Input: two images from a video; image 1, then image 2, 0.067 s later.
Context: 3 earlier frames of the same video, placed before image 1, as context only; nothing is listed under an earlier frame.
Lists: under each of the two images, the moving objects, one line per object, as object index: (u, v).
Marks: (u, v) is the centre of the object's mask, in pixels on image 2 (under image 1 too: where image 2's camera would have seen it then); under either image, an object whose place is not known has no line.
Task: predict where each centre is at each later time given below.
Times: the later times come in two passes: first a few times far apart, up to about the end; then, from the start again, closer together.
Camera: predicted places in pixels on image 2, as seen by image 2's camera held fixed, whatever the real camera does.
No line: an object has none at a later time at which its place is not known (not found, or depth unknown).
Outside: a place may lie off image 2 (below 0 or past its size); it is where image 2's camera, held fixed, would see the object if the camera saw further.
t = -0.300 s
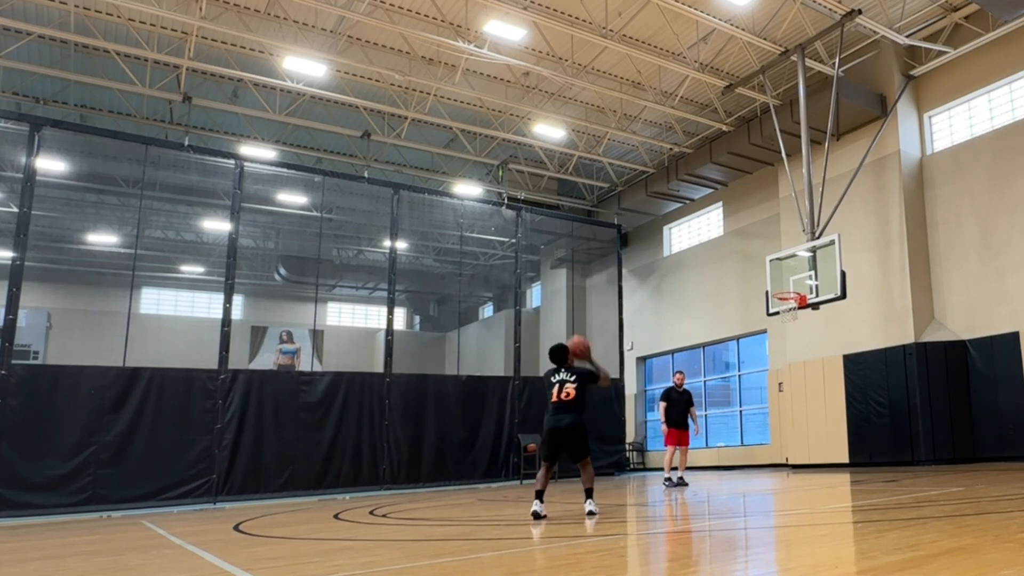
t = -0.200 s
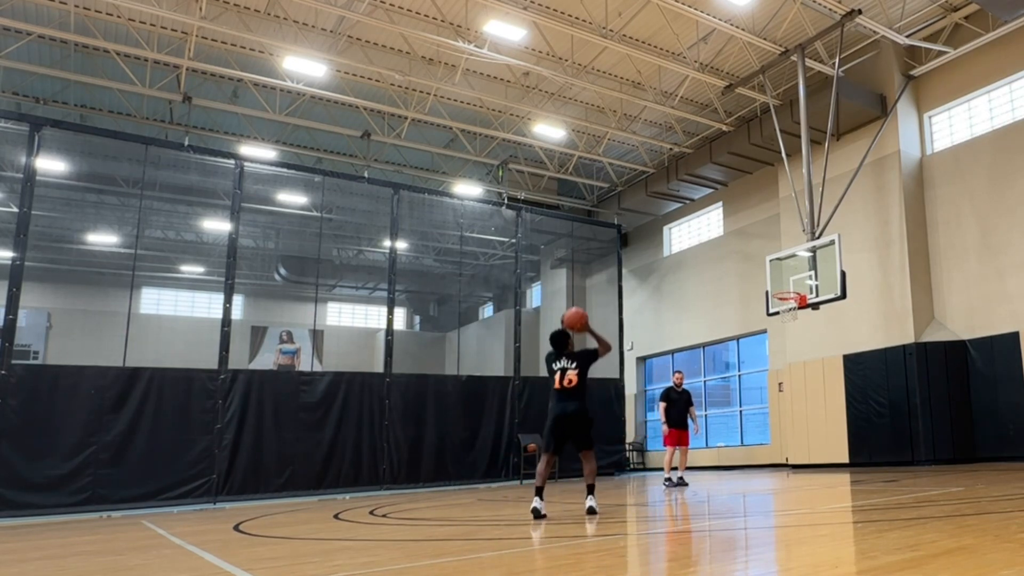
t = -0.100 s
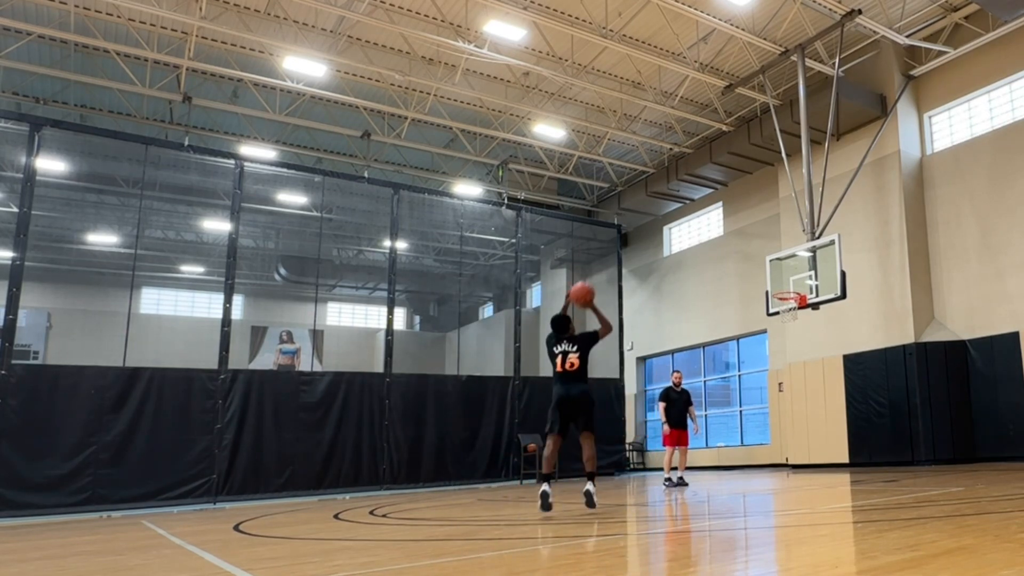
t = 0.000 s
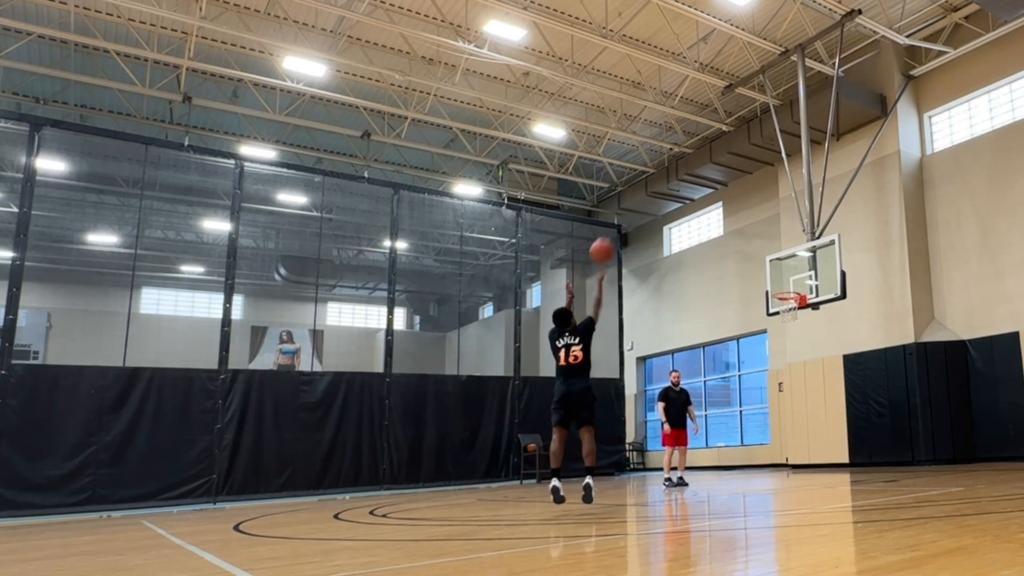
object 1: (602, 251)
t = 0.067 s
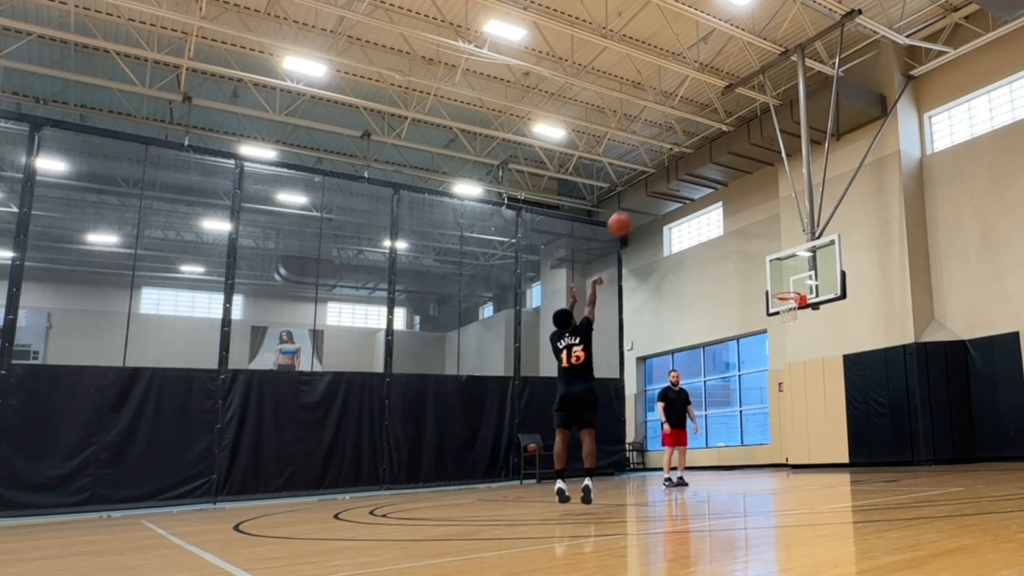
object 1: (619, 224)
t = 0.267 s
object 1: (664, 177)
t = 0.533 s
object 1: (711, 169)
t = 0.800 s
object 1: (749, 204)
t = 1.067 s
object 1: (782, 273)
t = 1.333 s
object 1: (794, 317)
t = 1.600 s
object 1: (793, 361)
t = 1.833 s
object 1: (795, 430)
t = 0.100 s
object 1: (627, 213)
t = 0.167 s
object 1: (643, 195)
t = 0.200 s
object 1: (650, 188)
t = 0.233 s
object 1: (657, 182)
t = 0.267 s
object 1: (664, 177)
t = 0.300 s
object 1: (670, 173)
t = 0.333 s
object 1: (677, 170)
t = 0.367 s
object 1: (683, 167)
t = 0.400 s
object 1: (689, 166)
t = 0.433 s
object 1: (695, 166)
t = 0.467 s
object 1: (700, 166)
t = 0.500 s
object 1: (706, 167)
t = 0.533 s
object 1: (711, 169)
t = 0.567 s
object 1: (716, 171)
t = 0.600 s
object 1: (721, 174)
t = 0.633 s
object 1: (726, 178)
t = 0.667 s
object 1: (731, 182)
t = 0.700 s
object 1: (736, 187)
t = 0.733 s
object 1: (740, 192)
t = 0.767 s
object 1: (744, 198)
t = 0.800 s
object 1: (749, 204)
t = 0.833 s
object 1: (753, 211)
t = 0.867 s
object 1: (758, 219)
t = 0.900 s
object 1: (762, 227)
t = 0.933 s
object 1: (766, 235)
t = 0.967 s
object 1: (770, 244)
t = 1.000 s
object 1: (774, 253)
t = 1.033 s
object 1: (778, 264)
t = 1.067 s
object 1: (782, 273)
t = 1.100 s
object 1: (786, 283)
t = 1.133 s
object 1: (789, 294)
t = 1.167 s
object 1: (794, 305)
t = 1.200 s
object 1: (795, 310)
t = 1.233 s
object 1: (794, 311)
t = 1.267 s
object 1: (794, 313)
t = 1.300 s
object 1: (794, 315)
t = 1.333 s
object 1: (794, 317)
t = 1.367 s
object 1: (793, 321)
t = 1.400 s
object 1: (793, 325)
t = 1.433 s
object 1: (793, 329)
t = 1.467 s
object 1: (793, 334)
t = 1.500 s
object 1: (793, 340)
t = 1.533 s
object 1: (793, 346)
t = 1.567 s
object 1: (793, 353)
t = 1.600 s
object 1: (793, 361)
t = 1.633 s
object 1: (793, 368)
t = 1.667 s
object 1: (793, 377)
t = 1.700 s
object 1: (793, 387)
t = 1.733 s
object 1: (794, 396)
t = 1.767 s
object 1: (794, 407)
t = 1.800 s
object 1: (794, 418)
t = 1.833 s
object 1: (795, 430)
